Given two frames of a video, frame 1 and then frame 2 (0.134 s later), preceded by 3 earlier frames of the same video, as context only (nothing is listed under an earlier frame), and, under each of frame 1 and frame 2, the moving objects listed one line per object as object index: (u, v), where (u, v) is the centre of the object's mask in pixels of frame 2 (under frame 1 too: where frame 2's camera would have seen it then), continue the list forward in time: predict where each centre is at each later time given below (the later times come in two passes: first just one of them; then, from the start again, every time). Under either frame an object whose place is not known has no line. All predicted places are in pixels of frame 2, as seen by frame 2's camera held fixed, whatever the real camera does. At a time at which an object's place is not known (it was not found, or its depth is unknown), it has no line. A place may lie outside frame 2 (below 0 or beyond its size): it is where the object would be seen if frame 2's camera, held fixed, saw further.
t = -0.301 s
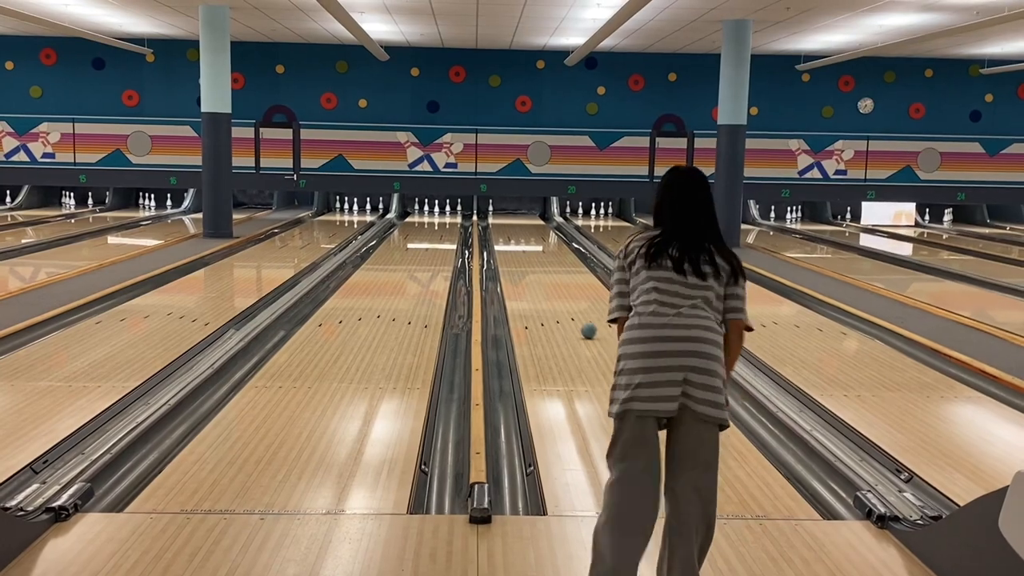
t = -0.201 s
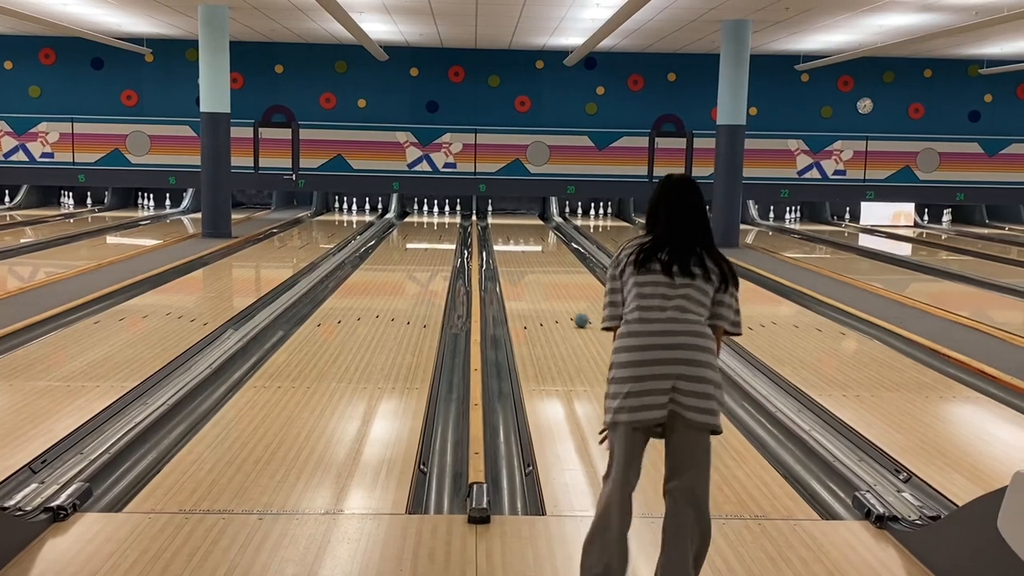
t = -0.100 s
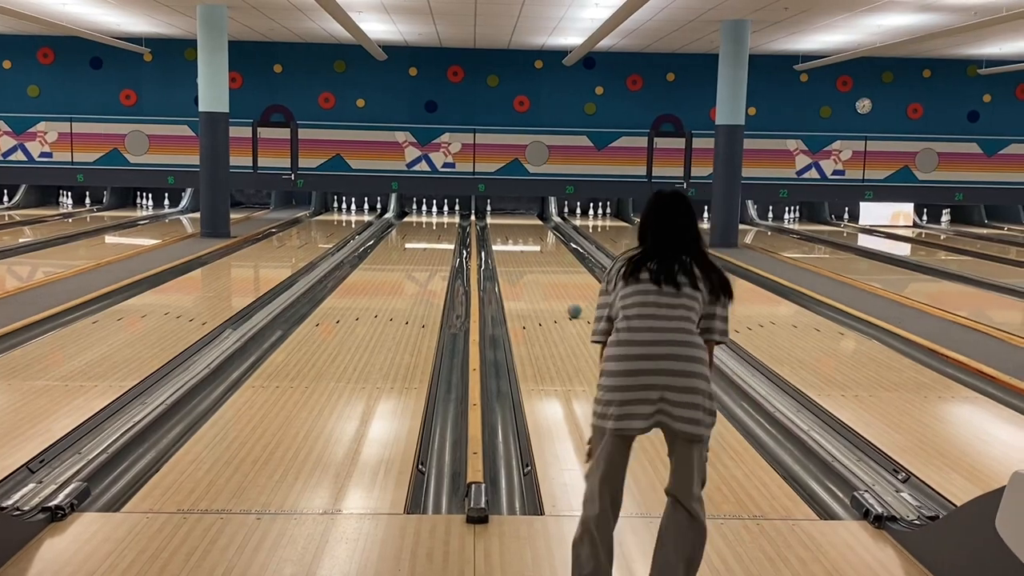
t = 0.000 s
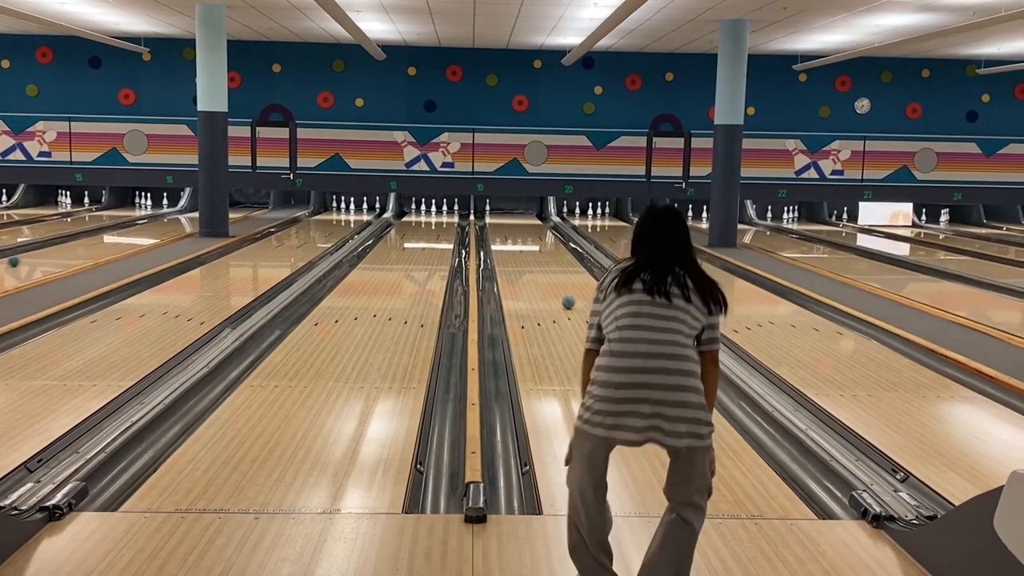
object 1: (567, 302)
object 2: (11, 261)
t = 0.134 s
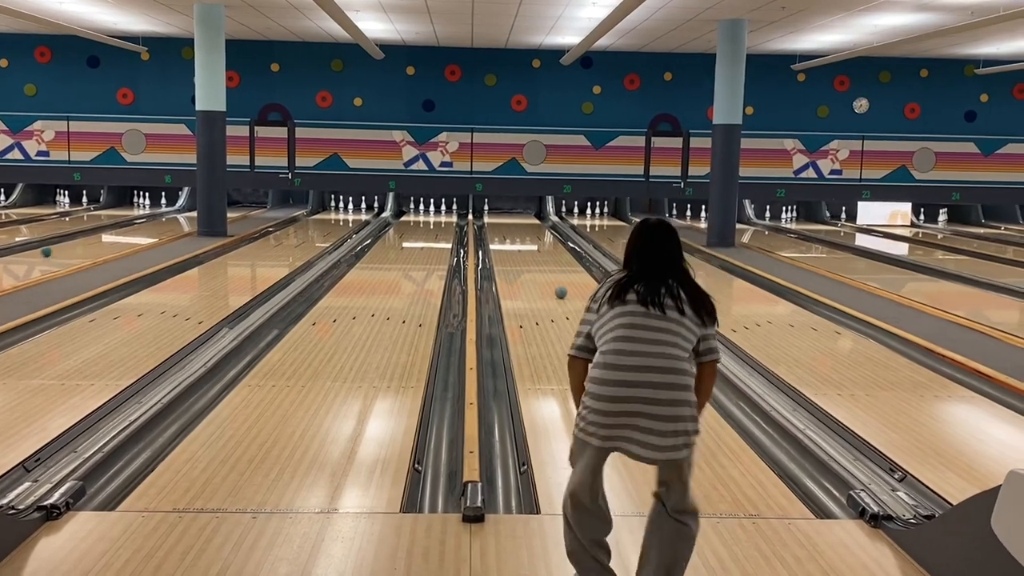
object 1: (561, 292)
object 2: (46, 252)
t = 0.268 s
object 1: (556, 284)
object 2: (75, 244)
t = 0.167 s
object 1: (559, 290)
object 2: (54, 250)
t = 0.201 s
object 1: (558, 288)
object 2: (61, 248)
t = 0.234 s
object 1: (557, 286)
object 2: (68, 246)
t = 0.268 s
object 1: (556, 284)
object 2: (75, 244)
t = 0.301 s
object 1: (555, 282)
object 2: (82, 242)
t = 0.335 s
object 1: (553, 281)
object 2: (88, 241)
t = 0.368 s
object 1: (552, 278)
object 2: (94, 239)
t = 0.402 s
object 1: (551, 277)
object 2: (100, 238)
